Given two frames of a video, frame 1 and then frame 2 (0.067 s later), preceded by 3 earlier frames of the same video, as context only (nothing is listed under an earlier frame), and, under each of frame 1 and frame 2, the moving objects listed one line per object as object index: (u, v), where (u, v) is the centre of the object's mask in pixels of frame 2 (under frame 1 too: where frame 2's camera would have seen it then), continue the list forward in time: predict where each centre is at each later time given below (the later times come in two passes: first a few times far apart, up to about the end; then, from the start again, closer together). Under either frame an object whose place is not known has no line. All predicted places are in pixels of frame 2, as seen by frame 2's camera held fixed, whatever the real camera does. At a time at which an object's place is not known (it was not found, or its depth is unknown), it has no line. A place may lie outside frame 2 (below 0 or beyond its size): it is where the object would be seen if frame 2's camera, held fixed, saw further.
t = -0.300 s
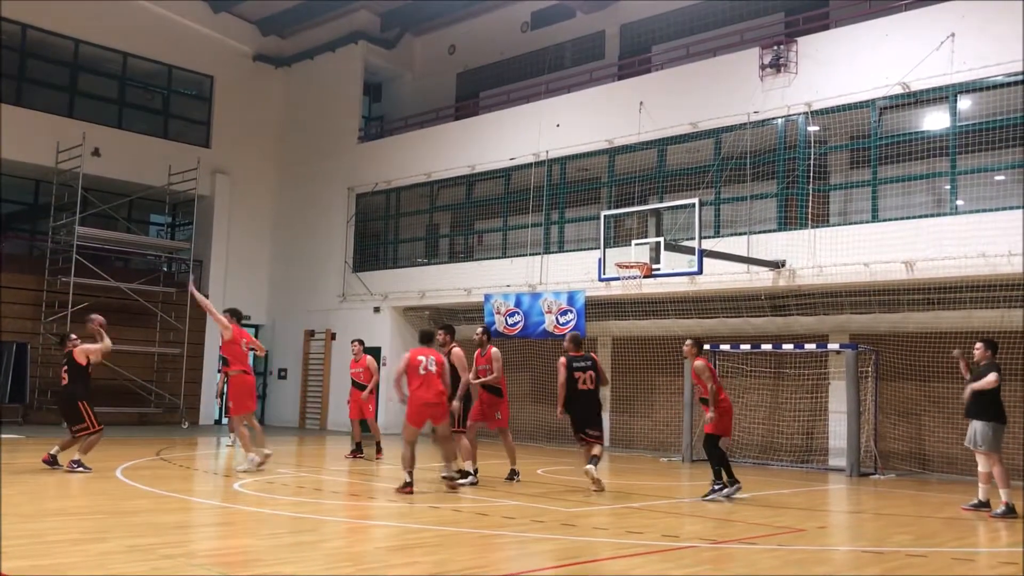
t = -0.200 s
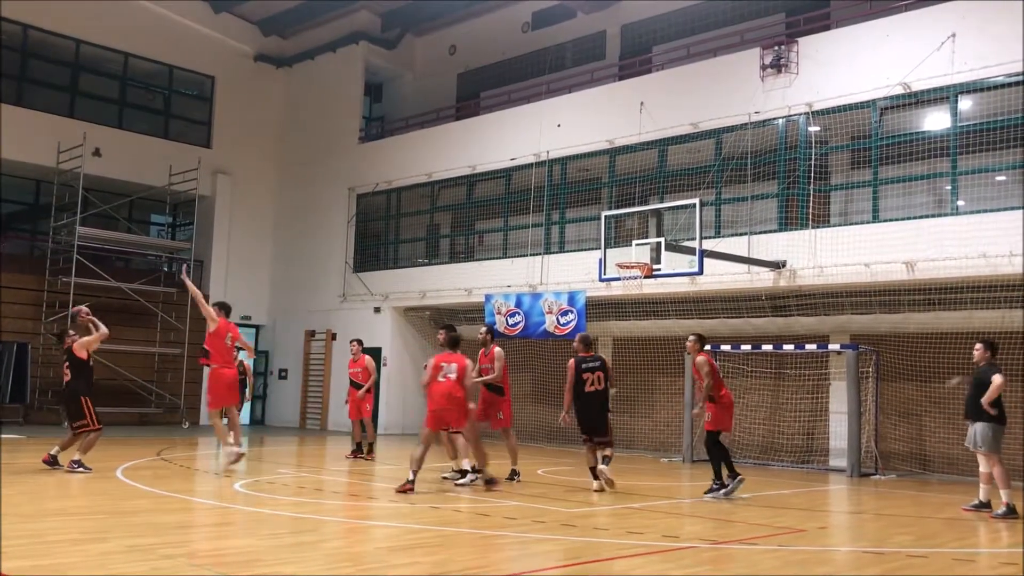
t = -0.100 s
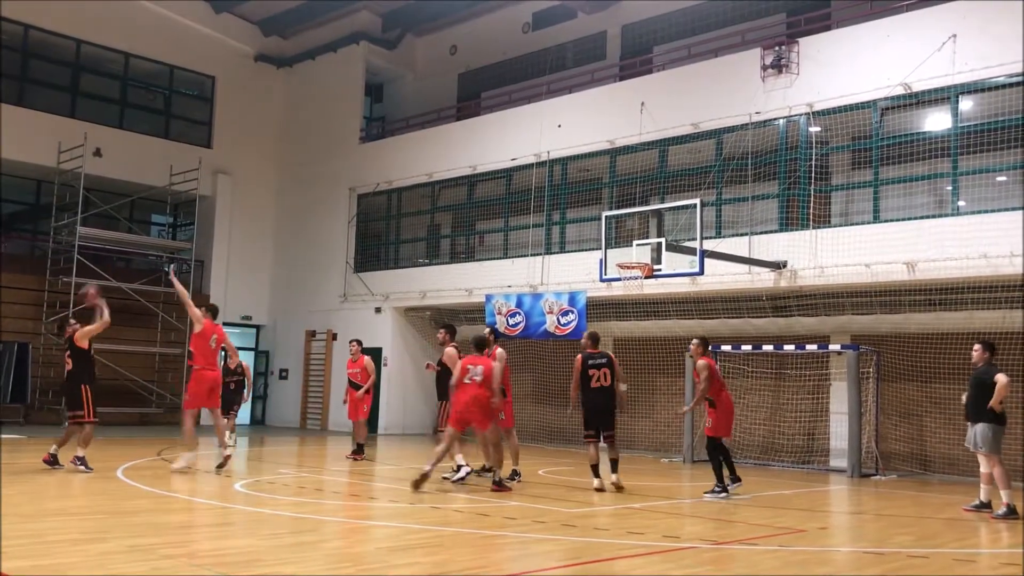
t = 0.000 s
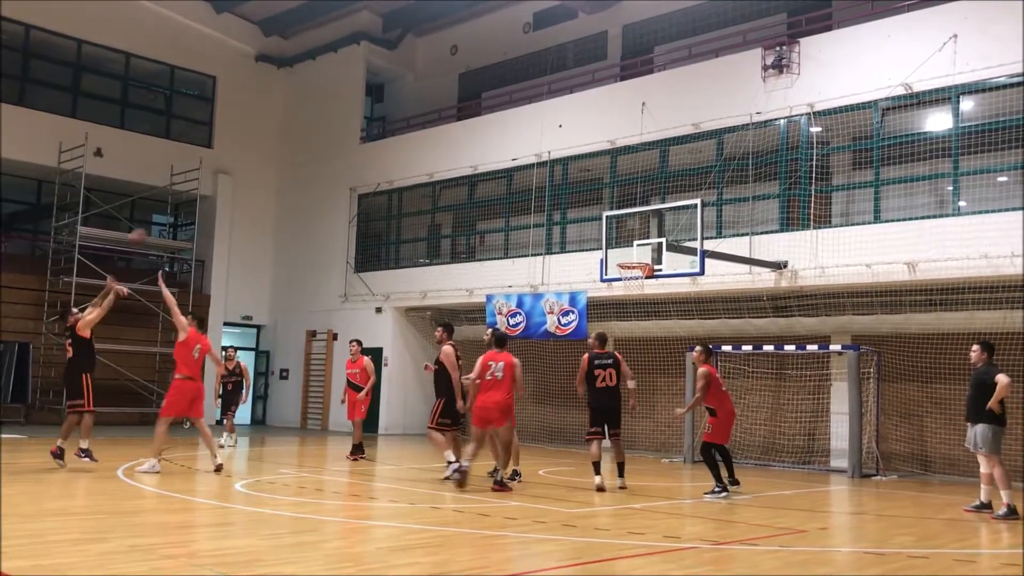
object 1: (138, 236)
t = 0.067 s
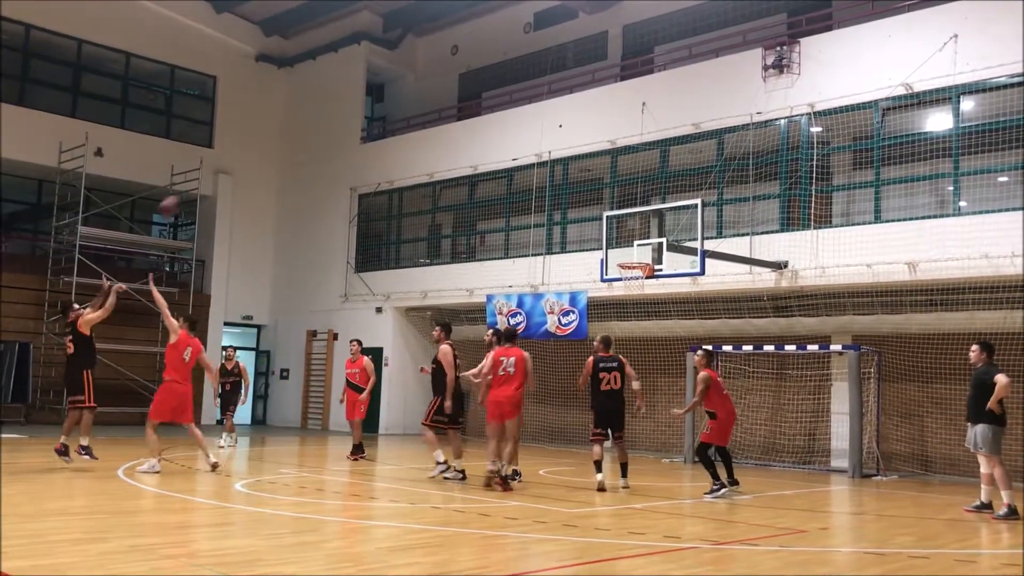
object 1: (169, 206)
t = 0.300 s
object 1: (272, 125)
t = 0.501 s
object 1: (353, 92)
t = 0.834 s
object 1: (471, 99)
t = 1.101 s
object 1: (557, 158)
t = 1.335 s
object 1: (624, 241)
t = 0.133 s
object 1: (201, 178)
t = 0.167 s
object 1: (216, 166)
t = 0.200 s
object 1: (230, 155)
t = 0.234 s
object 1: (245, 143)
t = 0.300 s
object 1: (272, 125)
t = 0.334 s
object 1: (287, 118)
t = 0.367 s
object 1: (301, 111)
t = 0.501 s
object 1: (353, 92)
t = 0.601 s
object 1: (391, 84)
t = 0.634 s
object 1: (402, 84)
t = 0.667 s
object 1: (413, 85)
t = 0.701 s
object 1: (425, 86)
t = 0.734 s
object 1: (437, 88)
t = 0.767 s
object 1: (449, 92)
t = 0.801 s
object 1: (461, 93)
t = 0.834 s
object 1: (471, 99)
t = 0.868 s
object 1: (482, 101)
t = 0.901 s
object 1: (492, 109)
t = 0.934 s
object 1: (503, 116)
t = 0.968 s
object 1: (515, 124)
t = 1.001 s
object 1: (526, 132)
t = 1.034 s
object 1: (536, 140)
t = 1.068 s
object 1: (547, 149)
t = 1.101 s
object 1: (557, 158)
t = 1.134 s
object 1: (566, 168)
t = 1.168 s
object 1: (576, 177)
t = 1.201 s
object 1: (586, 189)
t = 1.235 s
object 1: (596, 202)
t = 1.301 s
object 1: (616, 228)
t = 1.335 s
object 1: (624, 241)
